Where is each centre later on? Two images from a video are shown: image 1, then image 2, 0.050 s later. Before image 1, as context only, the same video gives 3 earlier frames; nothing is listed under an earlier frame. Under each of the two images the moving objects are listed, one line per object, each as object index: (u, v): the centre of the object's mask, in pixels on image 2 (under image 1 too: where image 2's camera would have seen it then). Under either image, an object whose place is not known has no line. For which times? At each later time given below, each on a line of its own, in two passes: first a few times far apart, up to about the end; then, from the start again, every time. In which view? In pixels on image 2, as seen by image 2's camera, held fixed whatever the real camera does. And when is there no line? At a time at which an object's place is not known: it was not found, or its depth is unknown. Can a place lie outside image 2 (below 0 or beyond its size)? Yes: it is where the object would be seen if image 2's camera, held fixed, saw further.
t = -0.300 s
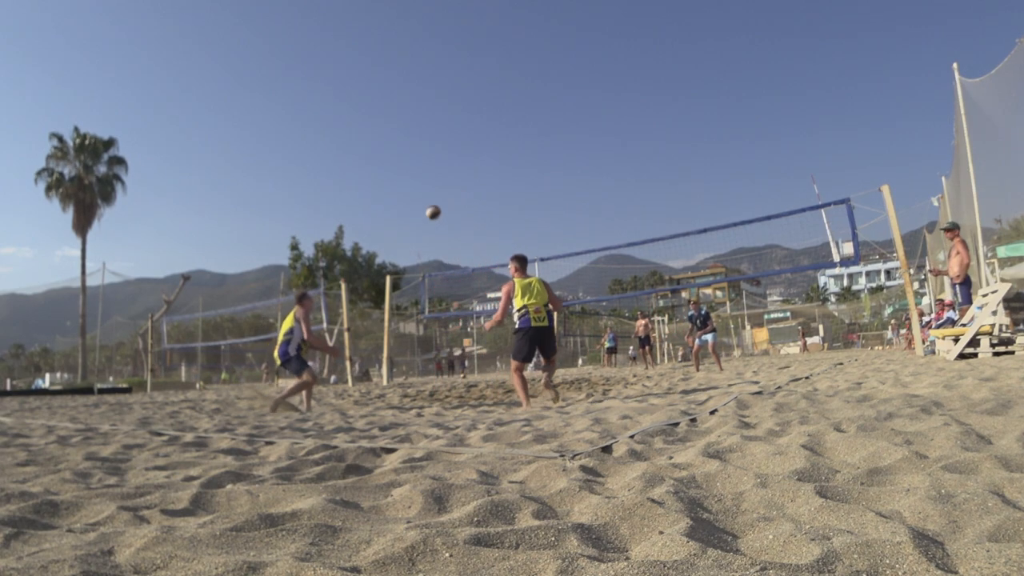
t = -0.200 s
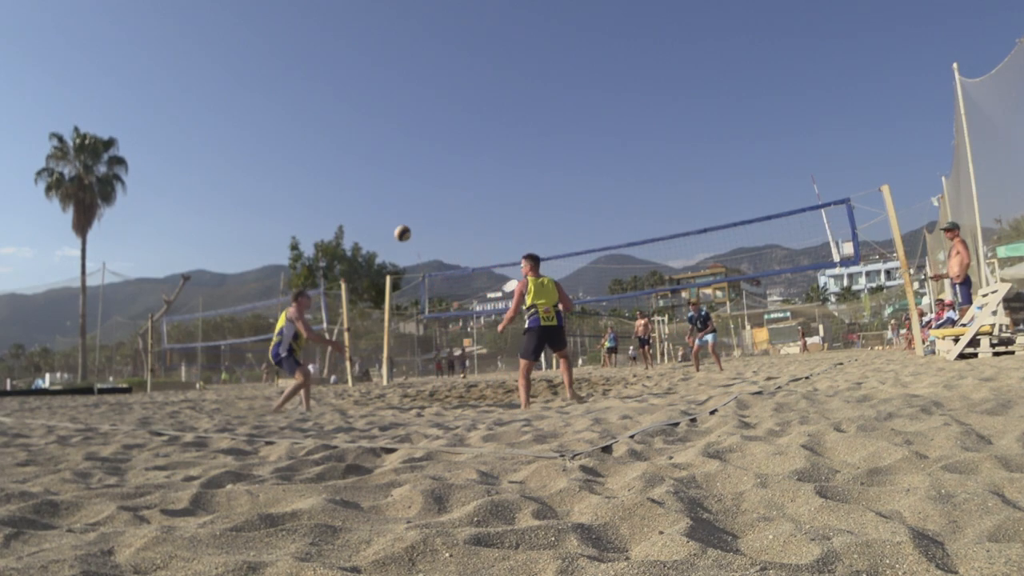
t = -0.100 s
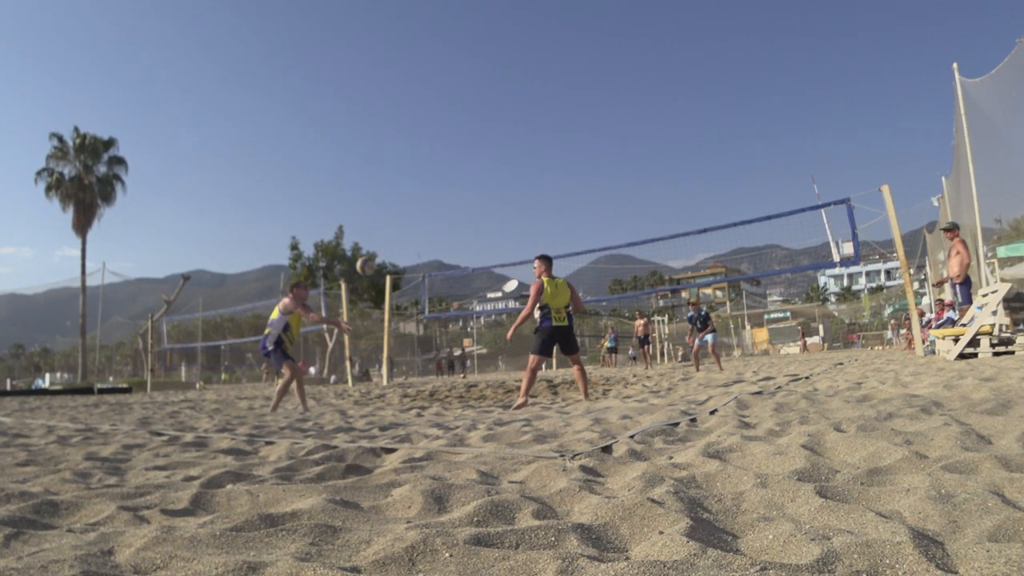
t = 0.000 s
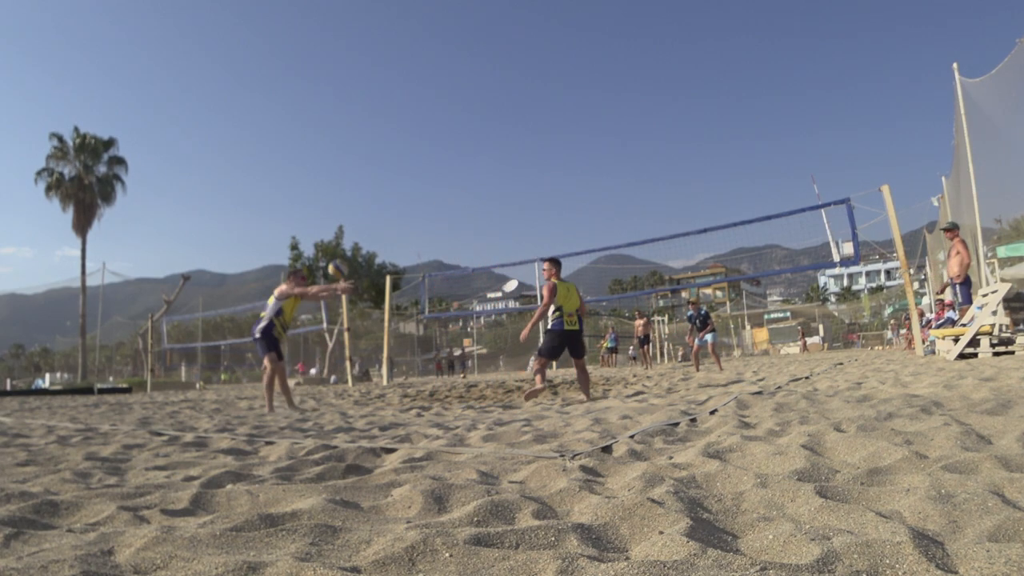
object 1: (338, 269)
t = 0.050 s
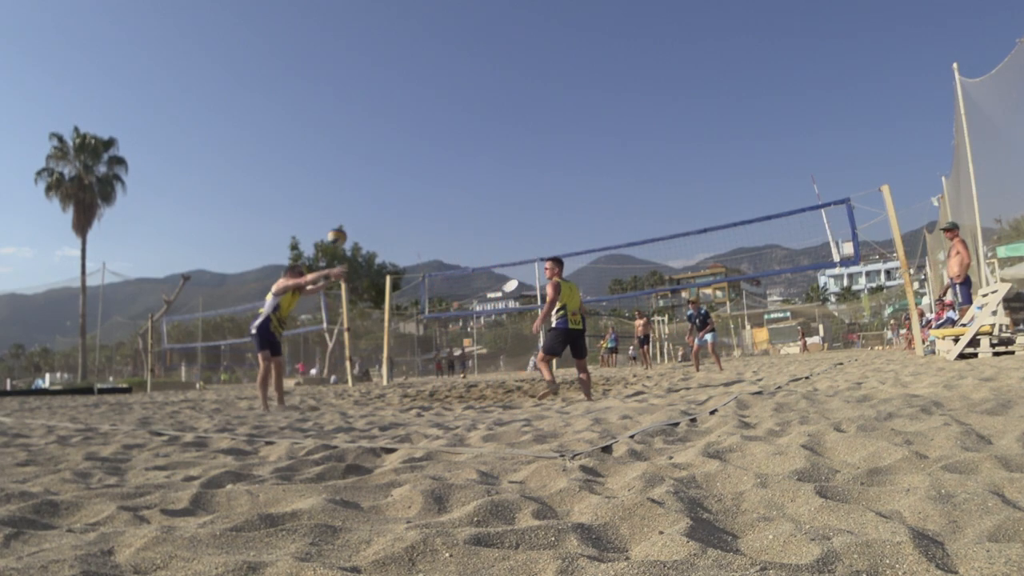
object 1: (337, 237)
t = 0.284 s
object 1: (335, 130)
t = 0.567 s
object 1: (333, 74)
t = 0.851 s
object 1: (330, 75)
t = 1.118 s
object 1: (330, 118)
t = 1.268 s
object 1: (330, 159)
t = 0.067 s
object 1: (337, 227)
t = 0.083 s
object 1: (337, 217)
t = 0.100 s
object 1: (336, 208)
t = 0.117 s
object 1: (336, 199)
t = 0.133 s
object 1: (336, 191)
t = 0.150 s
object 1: (336, 183)
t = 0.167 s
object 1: (336, 175)
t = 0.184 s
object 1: (336, 168)
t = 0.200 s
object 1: (336, 161)
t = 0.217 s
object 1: (336, 154)
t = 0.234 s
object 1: (335, 148)
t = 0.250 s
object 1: (335, 142)
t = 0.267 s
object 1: (335, 136)
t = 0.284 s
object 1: (335, 130)
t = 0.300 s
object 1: (335, 125)
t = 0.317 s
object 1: (335, 120)
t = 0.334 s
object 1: (334, 116)
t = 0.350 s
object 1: (334, 111)
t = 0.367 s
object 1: (334, 107)
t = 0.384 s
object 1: (334, 103)
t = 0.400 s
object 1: (334, 99)
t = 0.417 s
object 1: (334, 96)
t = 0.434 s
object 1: (334, 92)
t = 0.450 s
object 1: (333, 90)
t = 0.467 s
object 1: (333, 87)
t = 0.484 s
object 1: (333, 84)
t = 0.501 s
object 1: (333, 82)
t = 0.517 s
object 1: (333, 80)
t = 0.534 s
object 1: (333, 78)
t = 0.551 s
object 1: (333, 76)
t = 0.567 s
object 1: (333, 74)
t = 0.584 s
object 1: (333, 73)
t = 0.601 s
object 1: (333, 72)
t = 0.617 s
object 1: (333, 71)
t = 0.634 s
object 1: (332, 70)
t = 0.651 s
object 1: (332, 70)
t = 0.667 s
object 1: (332, 69)
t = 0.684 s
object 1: (332, 69)
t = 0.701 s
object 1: (332, 69)
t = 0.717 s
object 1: (332, 69)
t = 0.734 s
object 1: (331, 69)
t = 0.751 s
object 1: (331, 69)
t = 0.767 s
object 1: (331, 70)
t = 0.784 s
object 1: (331, 71)
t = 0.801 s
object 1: (331, 71)
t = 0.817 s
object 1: (331, 72)
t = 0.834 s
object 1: (331, 74)
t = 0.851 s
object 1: (330, 75)
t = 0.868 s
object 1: (330, 77)
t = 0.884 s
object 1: (331, 78)
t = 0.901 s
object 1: (330, 80)
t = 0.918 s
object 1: (330, 82)
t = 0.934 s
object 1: (330, 84)
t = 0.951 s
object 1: (330, 87)
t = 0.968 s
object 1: (330, 89)
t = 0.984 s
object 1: (330, 92)
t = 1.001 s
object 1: (330, 94)
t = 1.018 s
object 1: (330, 97)
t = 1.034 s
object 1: (330, 101)
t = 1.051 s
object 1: (330, 104)
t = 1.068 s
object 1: (330, 107)
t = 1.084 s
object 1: (330, 111)
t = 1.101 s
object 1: (330, 114)
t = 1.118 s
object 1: (330, 118)
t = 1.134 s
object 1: (330, 122)
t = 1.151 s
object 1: (330, 126)
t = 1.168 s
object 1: (329, 131)
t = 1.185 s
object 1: (330, 135)
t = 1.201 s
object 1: (330, 139)
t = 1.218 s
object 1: (330, 144)
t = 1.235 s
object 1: (330, 149)
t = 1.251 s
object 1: (330, 154)
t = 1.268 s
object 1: (330, 159)
